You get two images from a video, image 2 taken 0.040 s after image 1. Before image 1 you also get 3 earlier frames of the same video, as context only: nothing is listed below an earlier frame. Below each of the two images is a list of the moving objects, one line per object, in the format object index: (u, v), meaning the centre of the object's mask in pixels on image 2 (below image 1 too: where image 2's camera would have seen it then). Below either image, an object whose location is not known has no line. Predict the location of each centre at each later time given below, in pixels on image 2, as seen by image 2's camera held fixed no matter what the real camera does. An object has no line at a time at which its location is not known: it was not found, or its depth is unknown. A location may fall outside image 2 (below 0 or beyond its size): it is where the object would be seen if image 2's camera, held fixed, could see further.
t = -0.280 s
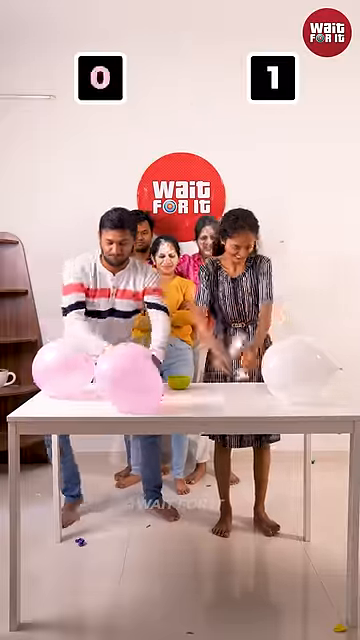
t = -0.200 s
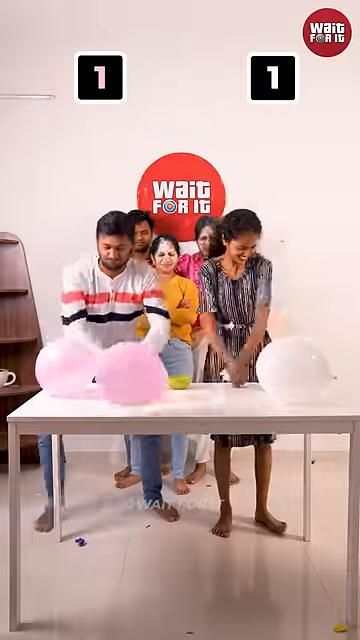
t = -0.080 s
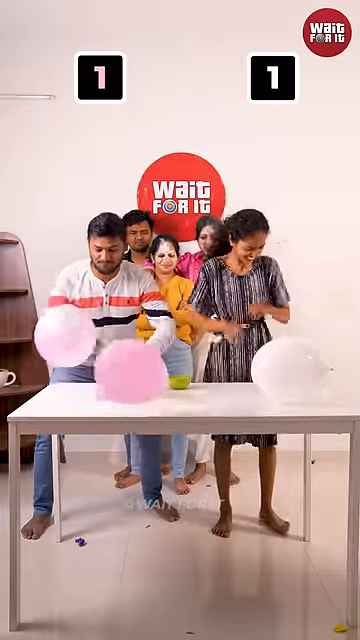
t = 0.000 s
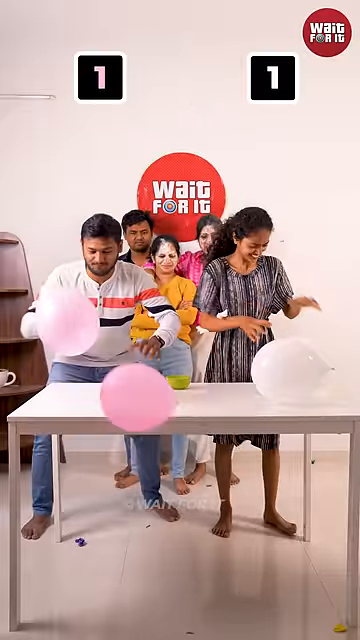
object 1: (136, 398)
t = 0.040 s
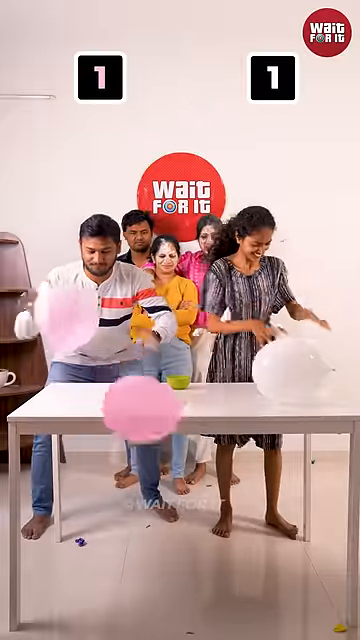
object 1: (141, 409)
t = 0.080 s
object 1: (143, 421)
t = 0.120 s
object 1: (144, 432)
